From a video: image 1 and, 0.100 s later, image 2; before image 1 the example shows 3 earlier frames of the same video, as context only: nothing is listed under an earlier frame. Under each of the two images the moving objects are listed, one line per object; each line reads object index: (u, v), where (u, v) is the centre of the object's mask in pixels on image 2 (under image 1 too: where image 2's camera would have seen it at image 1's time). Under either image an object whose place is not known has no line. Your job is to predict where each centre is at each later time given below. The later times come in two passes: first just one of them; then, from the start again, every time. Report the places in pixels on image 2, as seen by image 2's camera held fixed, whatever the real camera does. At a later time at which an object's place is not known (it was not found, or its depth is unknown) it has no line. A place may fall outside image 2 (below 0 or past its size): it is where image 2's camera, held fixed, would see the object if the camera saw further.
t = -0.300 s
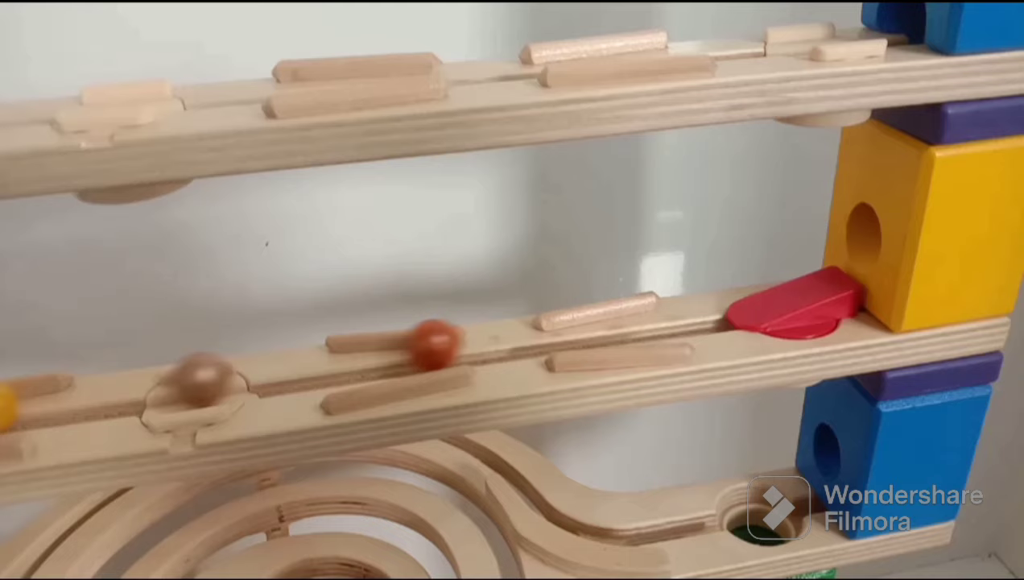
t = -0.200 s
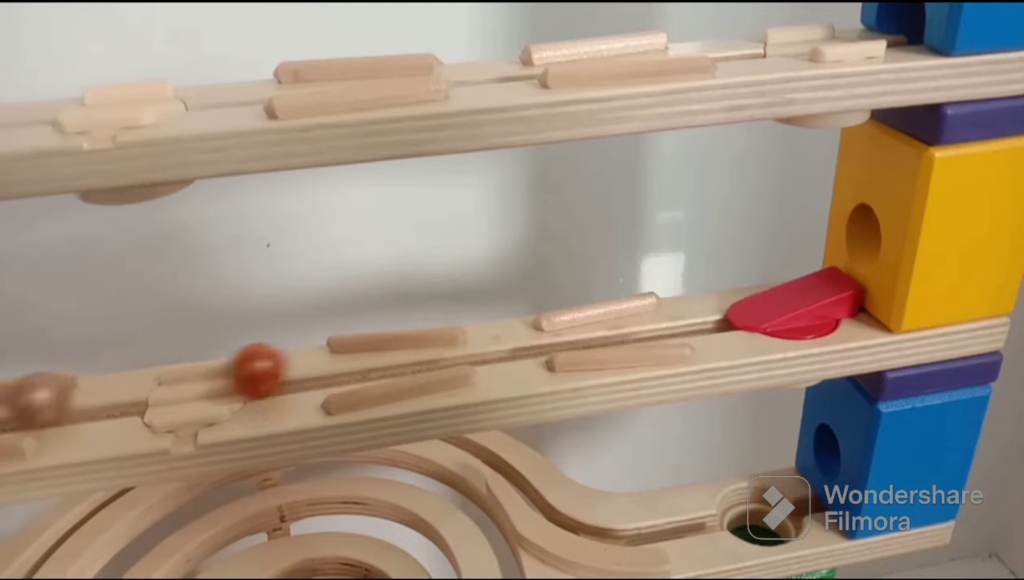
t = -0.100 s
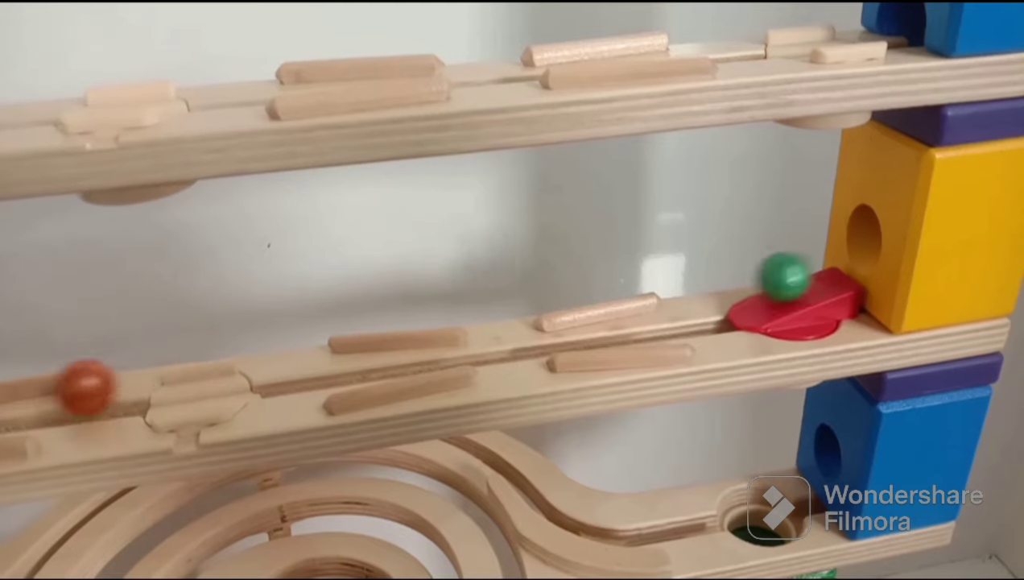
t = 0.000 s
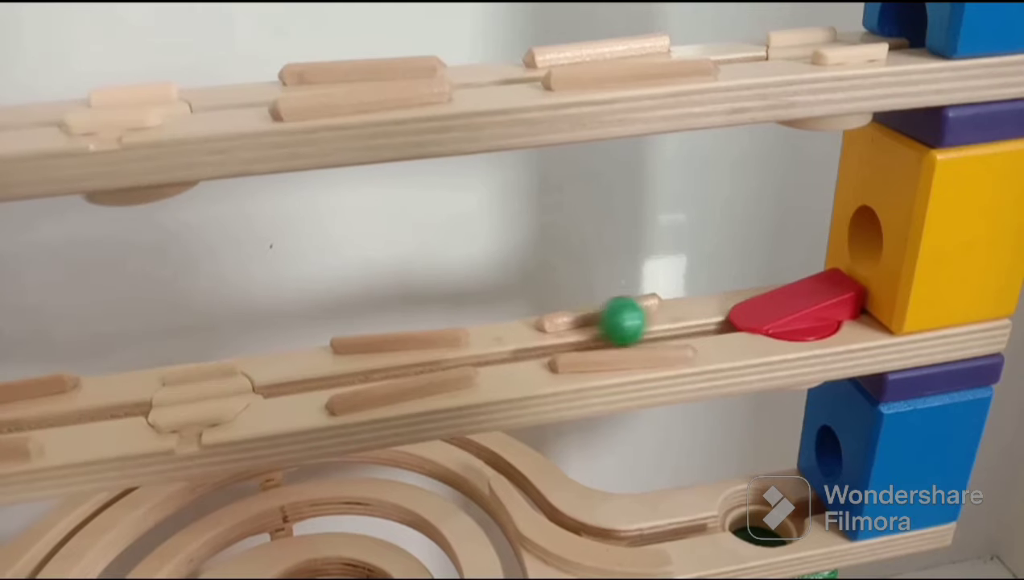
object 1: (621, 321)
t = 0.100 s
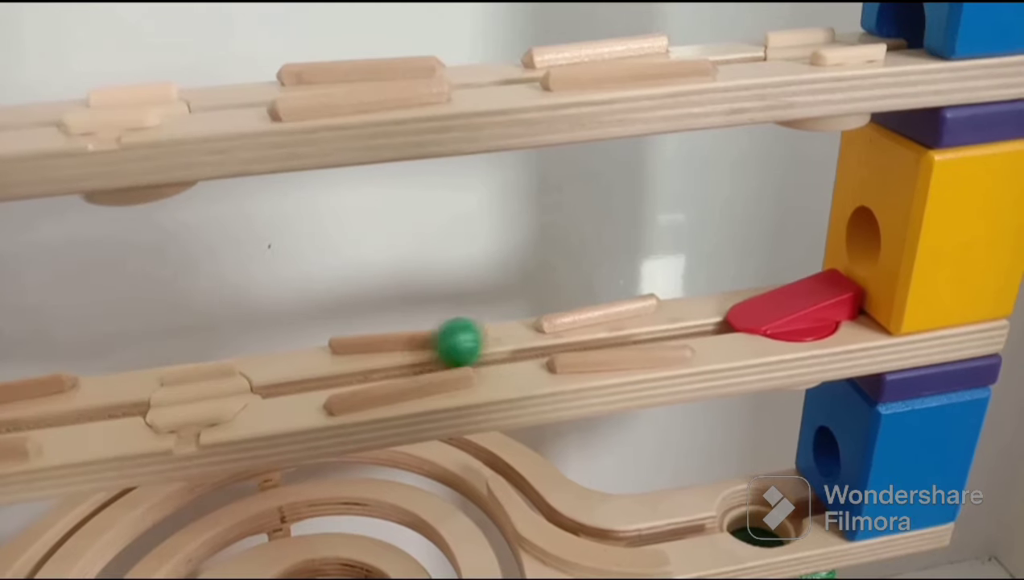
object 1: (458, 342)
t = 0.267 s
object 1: (170, 384)
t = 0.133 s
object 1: (403, 350)
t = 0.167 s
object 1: (347, 358)
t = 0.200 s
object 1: (288, 367)
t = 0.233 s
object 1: (229, 374)
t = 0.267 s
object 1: (170, 384)
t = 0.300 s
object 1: (114, 383)
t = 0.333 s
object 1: (60, 392)
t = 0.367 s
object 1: (12, 403)
